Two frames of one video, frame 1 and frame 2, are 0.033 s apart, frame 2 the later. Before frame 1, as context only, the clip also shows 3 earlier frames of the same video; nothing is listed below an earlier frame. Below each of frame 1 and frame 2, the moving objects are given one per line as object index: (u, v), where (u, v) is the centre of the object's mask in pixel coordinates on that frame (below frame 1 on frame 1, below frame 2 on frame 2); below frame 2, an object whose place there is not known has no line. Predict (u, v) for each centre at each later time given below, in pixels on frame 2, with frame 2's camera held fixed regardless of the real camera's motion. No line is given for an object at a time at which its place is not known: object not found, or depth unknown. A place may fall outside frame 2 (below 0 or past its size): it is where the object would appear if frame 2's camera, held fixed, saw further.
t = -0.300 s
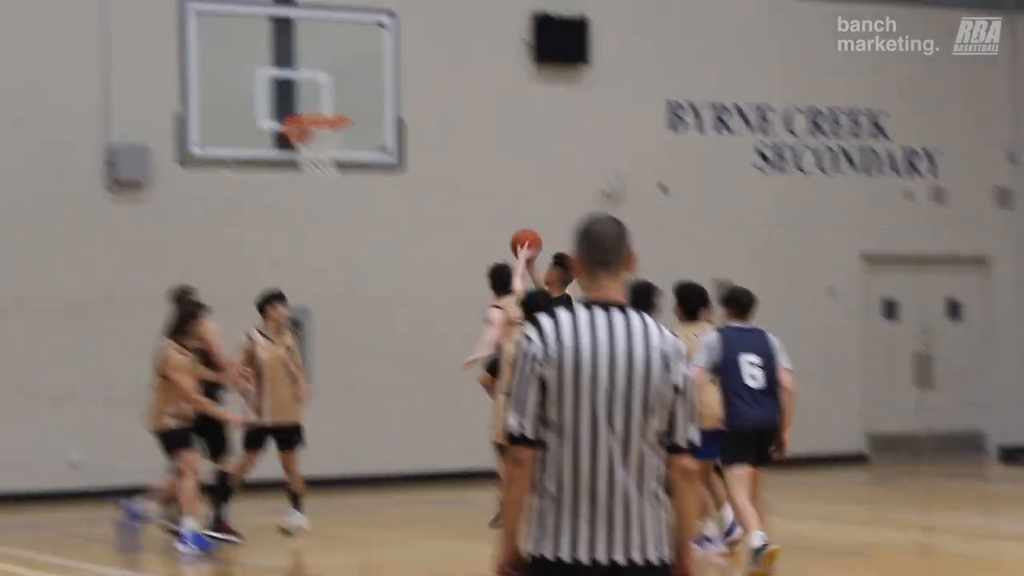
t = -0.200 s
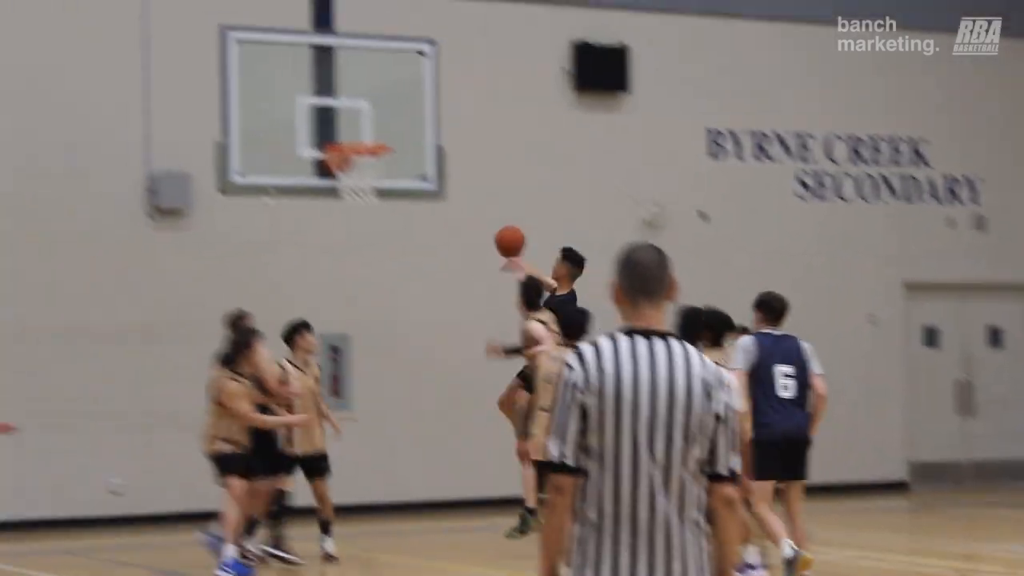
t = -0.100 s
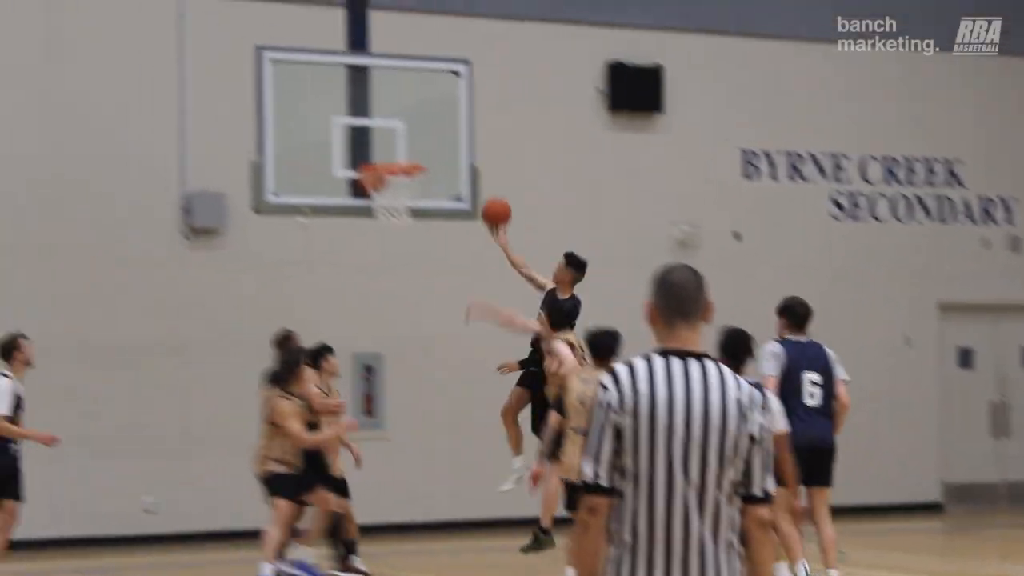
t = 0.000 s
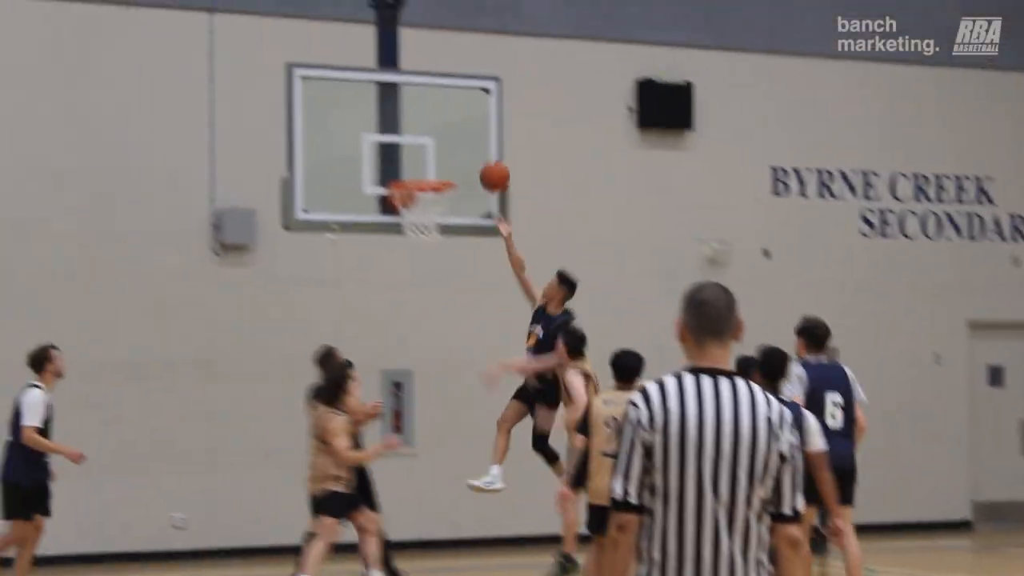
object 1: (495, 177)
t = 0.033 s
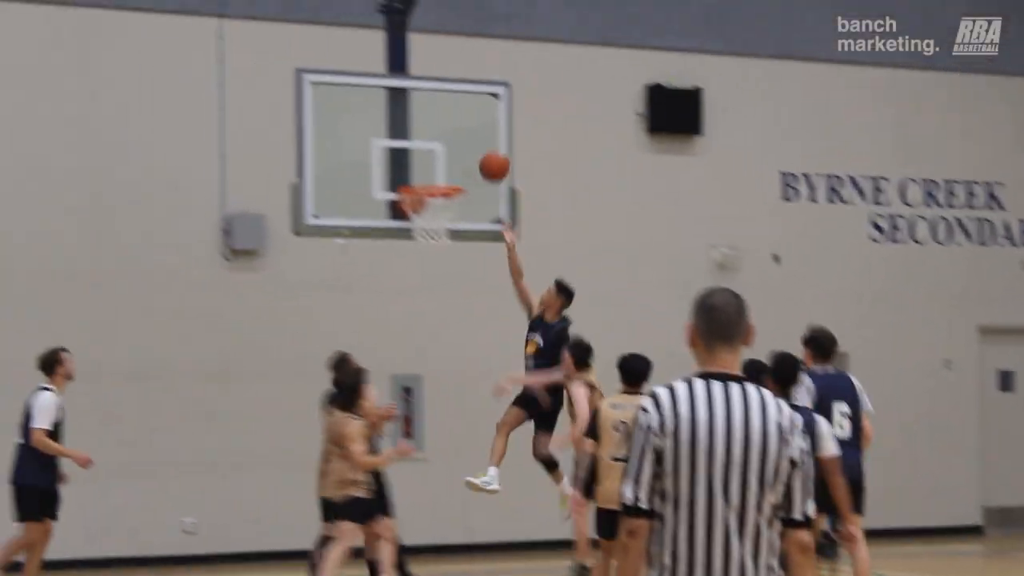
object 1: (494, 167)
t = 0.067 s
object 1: (483, 153)
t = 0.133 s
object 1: (471, 132)
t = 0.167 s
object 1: (468, 125)
